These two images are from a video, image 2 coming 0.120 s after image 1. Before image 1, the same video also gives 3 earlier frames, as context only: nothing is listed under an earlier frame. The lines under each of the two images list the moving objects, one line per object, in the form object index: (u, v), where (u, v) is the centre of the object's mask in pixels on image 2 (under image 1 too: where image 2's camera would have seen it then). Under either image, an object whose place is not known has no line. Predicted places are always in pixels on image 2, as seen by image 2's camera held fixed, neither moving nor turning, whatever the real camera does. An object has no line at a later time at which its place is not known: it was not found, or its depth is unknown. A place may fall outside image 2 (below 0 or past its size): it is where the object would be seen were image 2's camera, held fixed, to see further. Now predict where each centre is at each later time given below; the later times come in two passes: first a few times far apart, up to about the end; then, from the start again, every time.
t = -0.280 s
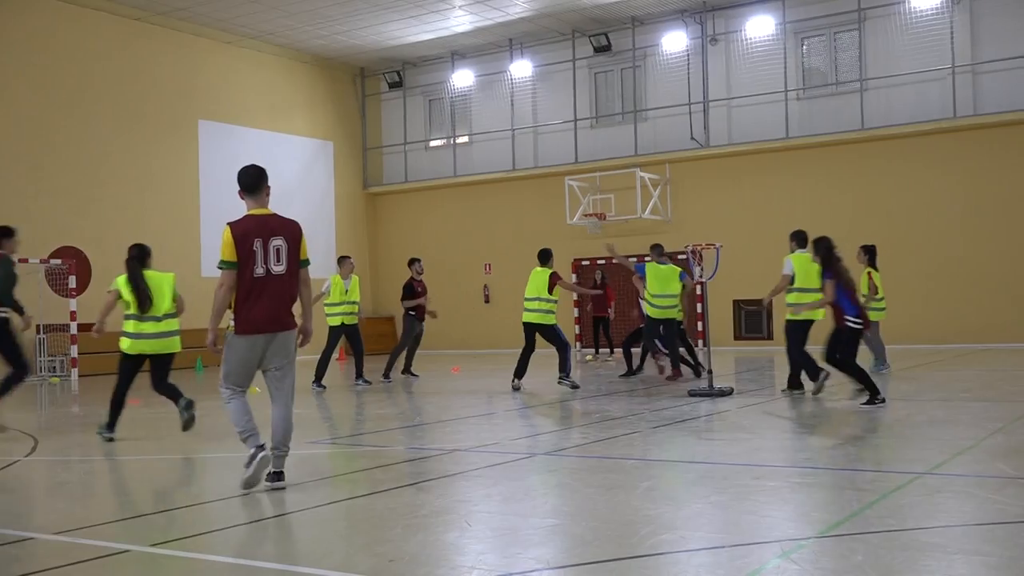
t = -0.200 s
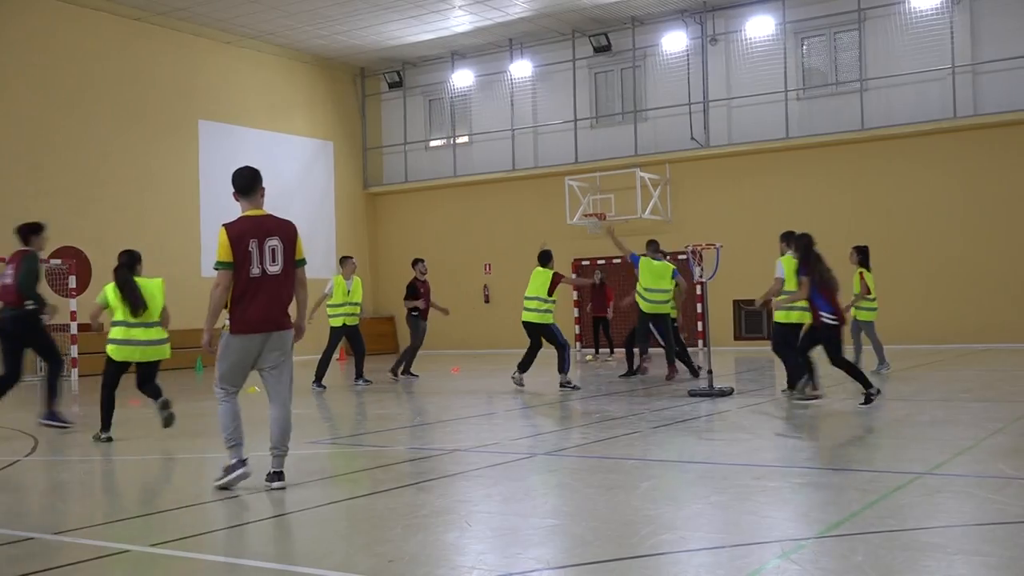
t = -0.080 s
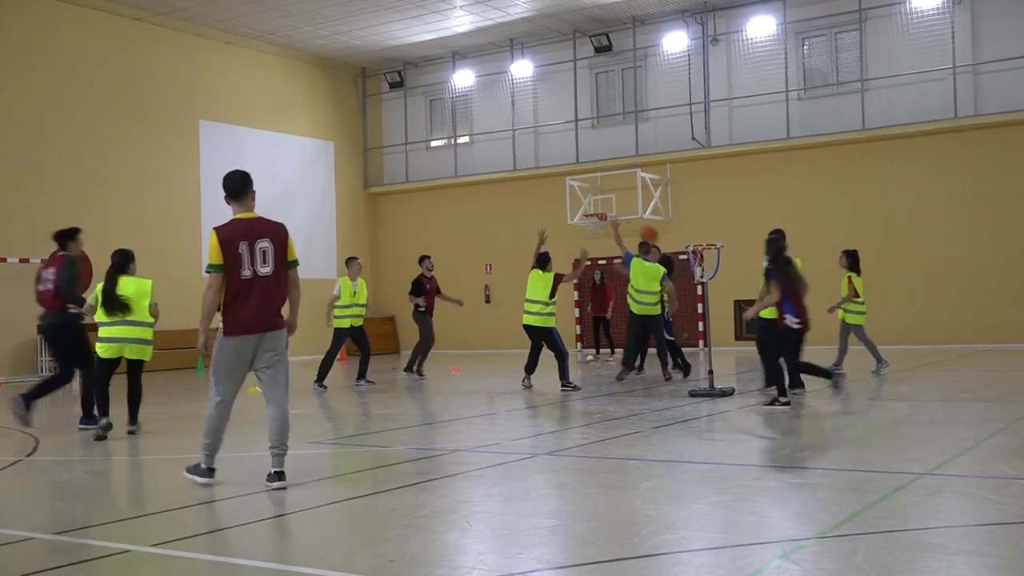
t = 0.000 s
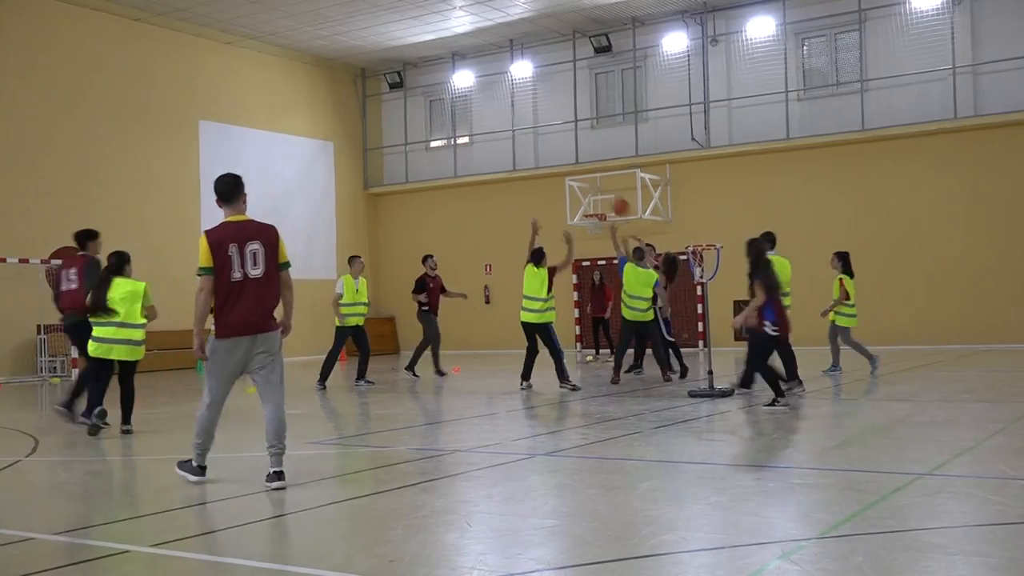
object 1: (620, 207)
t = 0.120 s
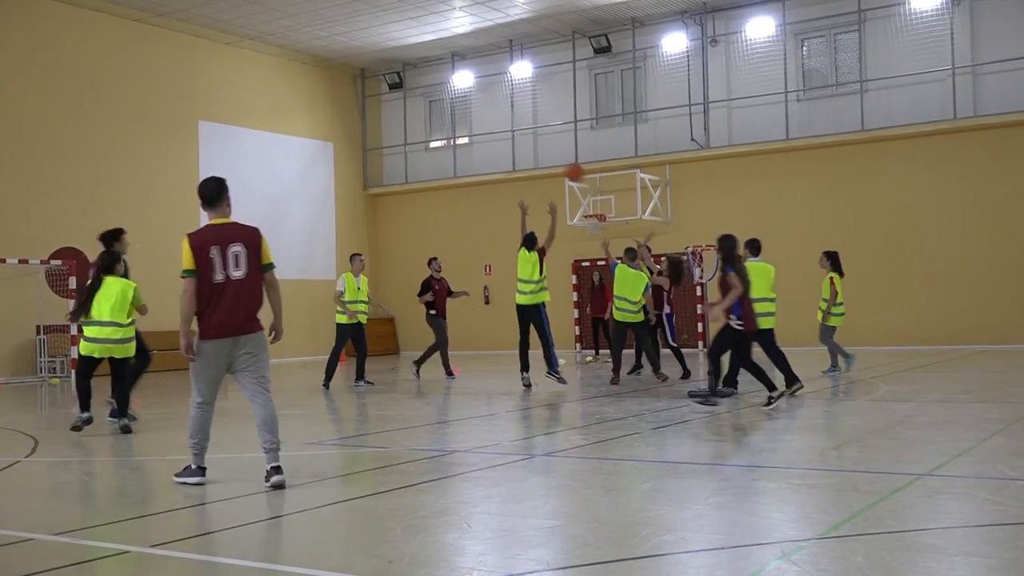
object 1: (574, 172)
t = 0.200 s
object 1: (544, 155)
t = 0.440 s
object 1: (449, 130)
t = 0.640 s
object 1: (367, 145)
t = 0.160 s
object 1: (559, 163)
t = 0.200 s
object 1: (544, 155)
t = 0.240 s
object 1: (528, 148)
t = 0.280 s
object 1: (513, 142)
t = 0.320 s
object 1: (497, 138)
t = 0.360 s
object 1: (481, 134)
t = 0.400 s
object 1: (466, 131)
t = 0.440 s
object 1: (449, 130)
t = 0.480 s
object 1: (433, 131)
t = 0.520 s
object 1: (417, 132)
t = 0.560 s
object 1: (400, 135)
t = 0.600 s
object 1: (384, 139)
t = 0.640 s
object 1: (367, 145)
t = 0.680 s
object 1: (351, 151)
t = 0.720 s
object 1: (334, 160)
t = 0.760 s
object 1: (316, 170)
